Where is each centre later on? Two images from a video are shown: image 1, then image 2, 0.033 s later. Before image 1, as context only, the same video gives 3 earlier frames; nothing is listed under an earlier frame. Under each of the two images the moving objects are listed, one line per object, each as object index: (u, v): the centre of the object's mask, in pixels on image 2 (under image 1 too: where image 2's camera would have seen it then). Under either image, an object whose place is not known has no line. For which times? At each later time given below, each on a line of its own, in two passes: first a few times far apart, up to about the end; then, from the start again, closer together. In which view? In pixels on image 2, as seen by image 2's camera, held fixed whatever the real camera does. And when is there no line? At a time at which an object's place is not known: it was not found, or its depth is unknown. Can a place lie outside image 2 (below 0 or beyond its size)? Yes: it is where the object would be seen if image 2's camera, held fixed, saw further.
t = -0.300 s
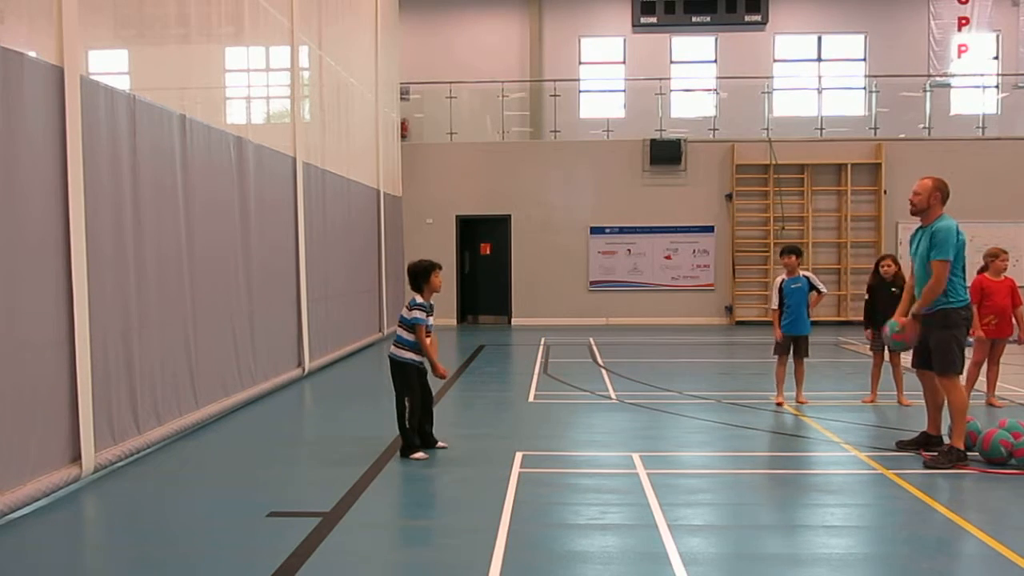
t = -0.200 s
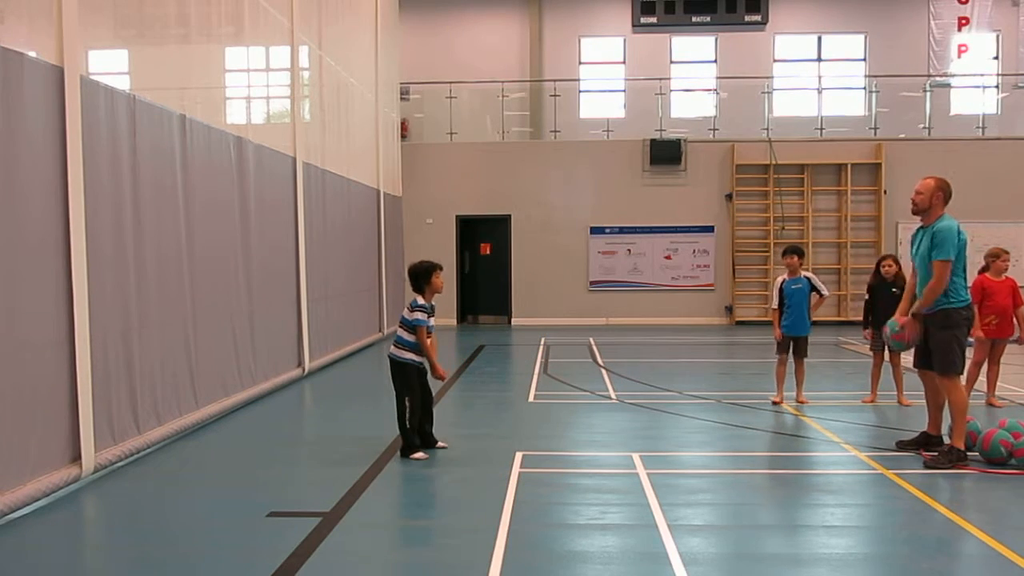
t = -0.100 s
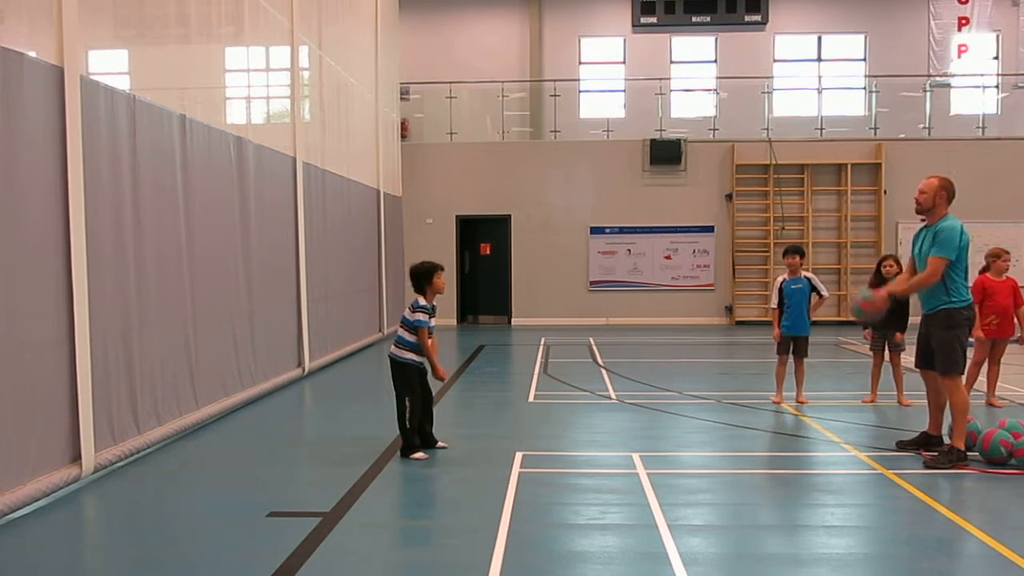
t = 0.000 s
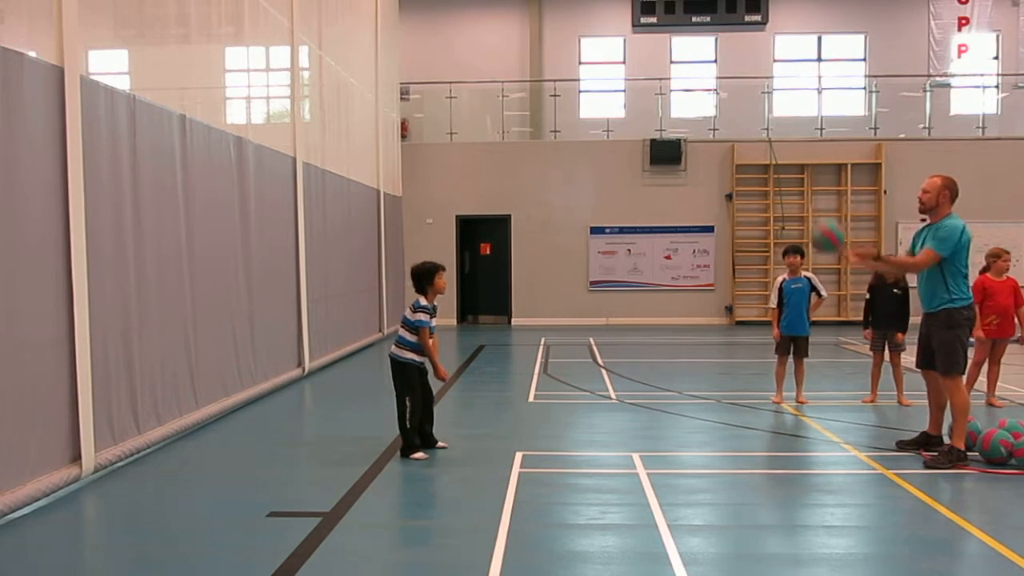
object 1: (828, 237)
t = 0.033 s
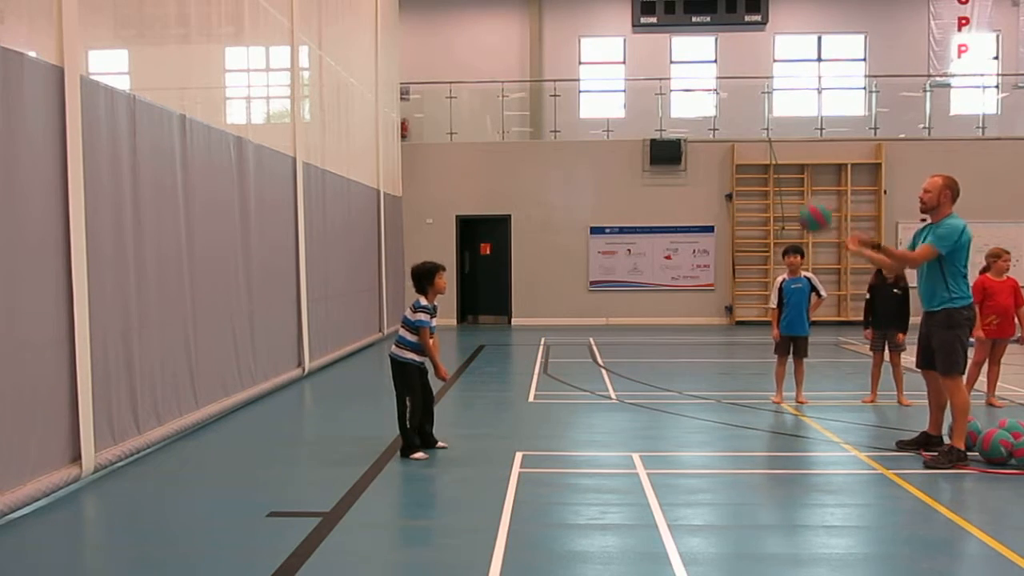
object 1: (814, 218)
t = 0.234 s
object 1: (740, 129)
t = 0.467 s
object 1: (655, 105)
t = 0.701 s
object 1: (572, 163)
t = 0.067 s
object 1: (802, 196)
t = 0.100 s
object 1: (790, 179)
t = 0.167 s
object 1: (765, 151)
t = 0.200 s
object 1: (752, 139)
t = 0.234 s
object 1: (740, 129)
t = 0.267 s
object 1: (729, 120)
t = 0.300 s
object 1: (717, 113)
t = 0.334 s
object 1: (705, 108)
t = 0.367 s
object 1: (692, 106)
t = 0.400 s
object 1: (679, 103)
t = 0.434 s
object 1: (667, 104)
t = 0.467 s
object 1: (655, 105)
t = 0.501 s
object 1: (643, 108)
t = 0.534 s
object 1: (632, 113)
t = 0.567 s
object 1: (620, 119)
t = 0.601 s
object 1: (607, 128)
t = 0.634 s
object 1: (596, 137)
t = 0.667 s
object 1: (584, 148)
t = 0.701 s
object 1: (572, 163)
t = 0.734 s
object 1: (561, 177)
